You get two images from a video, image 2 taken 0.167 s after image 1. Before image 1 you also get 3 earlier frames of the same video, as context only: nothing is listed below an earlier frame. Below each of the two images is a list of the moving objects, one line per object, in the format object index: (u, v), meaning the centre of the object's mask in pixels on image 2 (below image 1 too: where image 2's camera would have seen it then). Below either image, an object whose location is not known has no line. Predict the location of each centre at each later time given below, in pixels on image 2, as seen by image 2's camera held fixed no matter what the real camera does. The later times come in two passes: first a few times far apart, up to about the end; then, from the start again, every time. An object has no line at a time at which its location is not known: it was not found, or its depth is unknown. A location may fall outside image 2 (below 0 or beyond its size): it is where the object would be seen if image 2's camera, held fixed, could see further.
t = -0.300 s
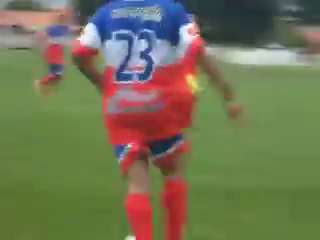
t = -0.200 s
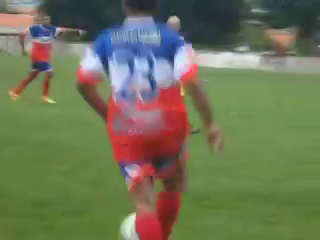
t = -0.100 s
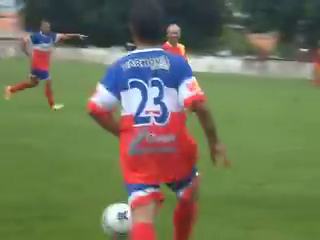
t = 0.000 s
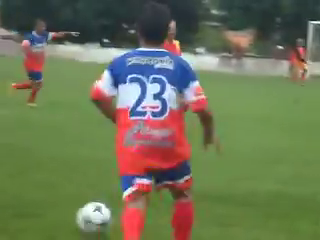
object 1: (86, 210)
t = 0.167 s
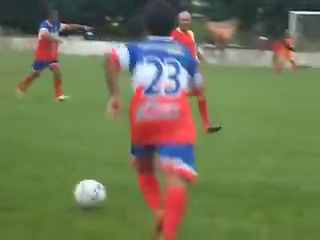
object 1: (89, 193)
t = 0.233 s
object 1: (97, 191)
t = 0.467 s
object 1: (128, 176)
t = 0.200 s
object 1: (92, 194)
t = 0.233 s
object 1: (97, 191)
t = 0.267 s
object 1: (101, 187)
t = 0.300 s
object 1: (106, 184)
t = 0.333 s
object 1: (109, 182)
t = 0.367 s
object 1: (113, 182)
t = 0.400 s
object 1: (118, 180)
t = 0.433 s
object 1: (124, 178)
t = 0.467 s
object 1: (128, 176)
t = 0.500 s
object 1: (133, 174)
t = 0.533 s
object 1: (136, 173)
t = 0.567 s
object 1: (140, 173)
